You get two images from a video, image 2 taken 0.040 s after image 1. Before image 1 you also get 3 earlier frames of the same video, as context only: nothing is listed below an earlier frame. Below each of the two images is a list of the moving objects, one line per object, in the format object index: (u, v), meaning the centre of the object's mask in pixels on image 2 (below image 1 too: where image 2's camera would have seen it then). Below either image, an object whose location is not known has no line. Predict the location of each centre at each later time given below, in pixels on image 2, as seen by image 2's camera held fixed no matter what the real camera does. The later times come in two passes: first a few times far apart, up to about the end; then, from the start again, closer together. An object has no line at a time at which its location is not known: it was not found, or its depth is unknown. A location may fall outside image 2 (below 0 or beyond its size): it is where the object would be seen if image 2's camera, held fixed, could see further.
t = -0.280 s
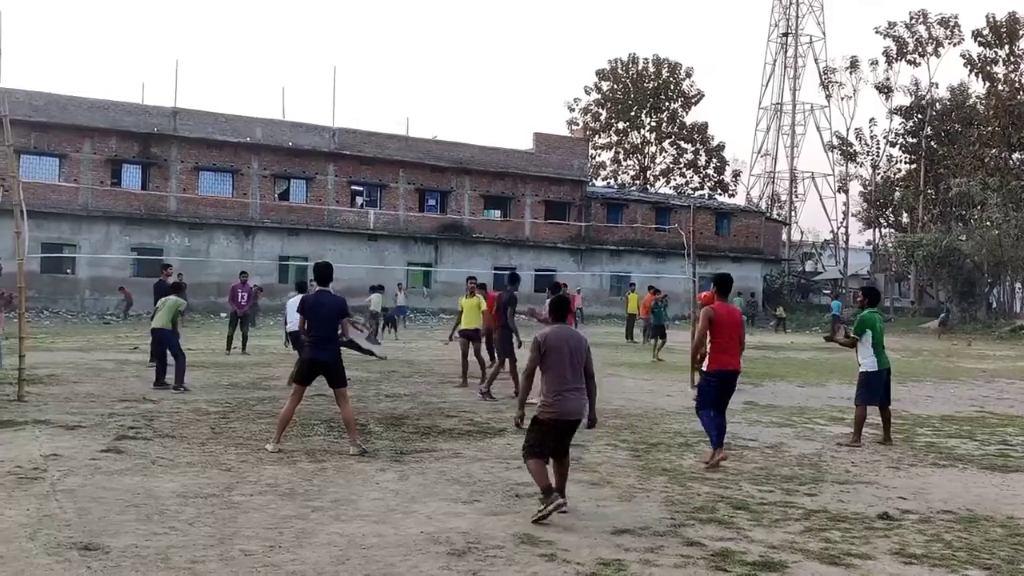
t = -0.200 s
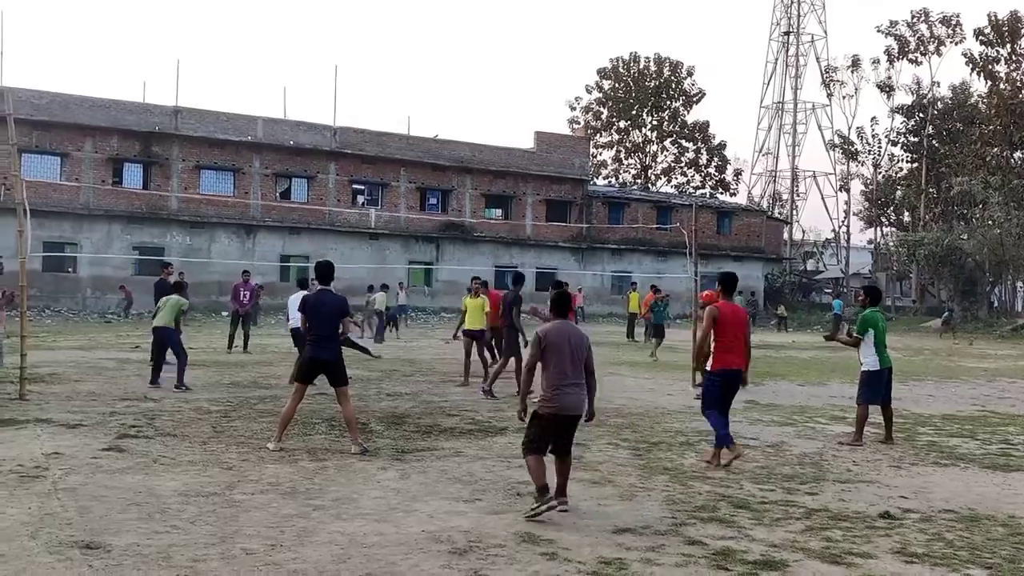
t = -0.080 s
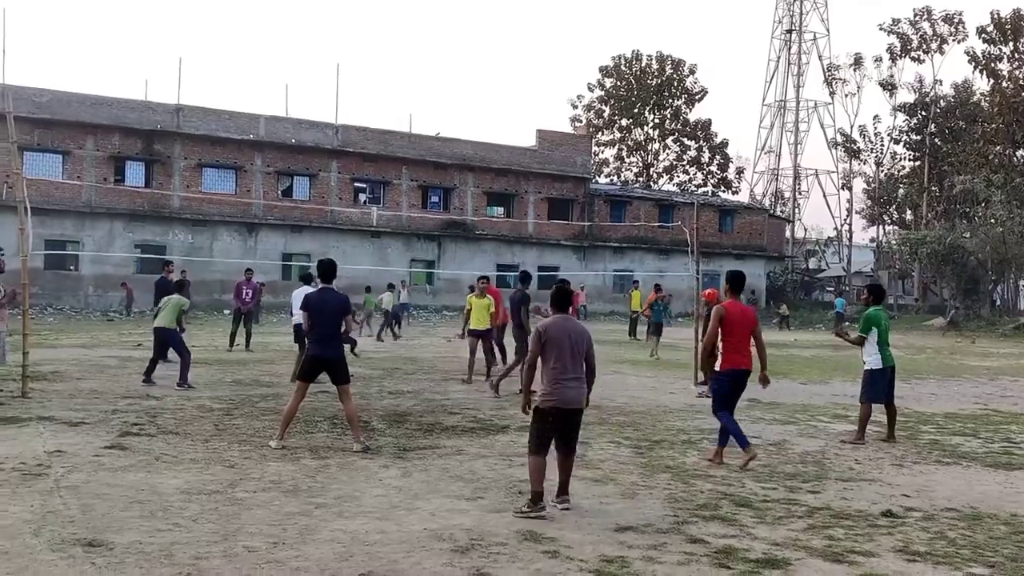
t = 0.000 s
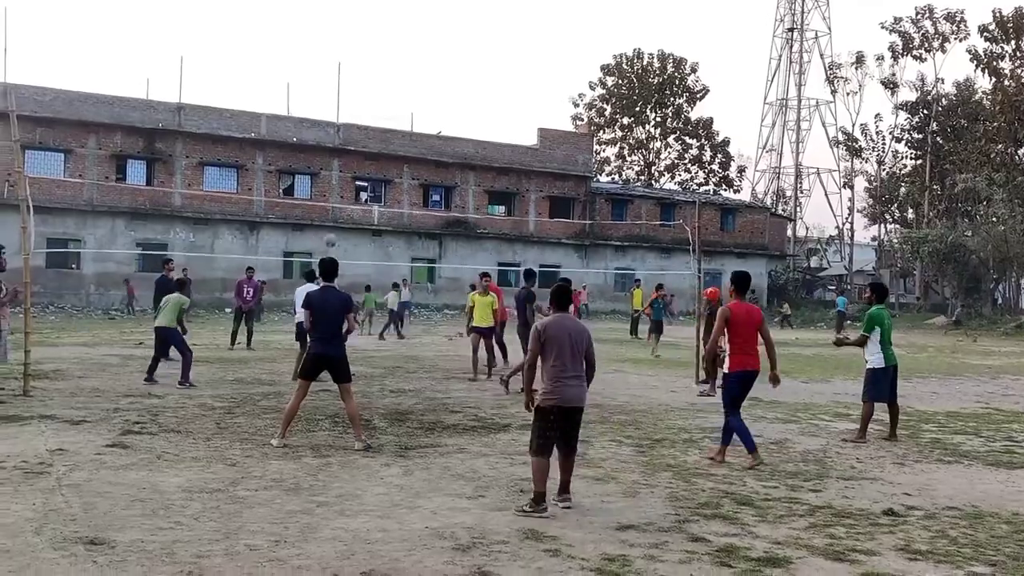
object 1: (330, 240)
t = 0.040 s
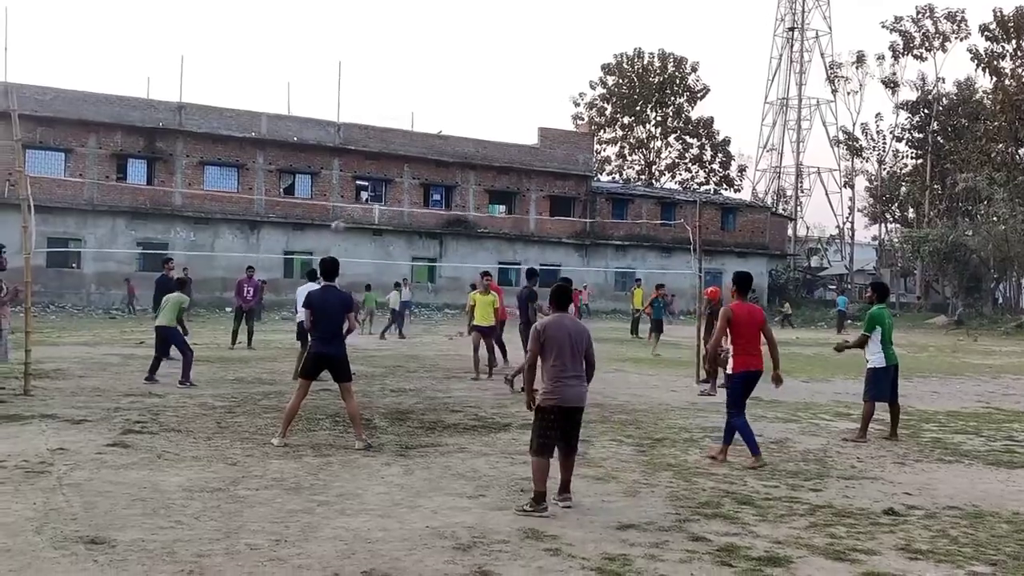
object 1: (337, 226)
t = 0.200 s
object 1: (376, 168)
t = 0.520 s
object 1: (469, 88)
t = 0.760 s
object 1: (561, 66)
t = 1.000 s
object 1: (693, 102)
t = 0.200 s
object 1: (376, 168)
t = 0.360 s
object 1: (417, 125)
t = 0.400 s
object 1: (432, 112)
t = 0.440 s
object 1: (442, 105)
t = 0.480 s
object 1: (458, 94)
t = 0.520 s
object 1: (469, 88)
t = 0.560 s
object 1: (481, 83)
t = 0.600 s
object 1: (500, 76)
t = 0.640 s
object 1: (512, 72)
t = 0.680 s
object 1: (532, 68)
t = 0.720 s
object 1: (547, 67)
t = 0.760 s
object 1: (561, 66)
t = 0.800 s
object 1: (584, 68)
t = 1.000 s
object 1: (693, 102)
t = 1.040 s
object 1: (714, 113)
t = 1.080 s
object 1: (736, 125)
